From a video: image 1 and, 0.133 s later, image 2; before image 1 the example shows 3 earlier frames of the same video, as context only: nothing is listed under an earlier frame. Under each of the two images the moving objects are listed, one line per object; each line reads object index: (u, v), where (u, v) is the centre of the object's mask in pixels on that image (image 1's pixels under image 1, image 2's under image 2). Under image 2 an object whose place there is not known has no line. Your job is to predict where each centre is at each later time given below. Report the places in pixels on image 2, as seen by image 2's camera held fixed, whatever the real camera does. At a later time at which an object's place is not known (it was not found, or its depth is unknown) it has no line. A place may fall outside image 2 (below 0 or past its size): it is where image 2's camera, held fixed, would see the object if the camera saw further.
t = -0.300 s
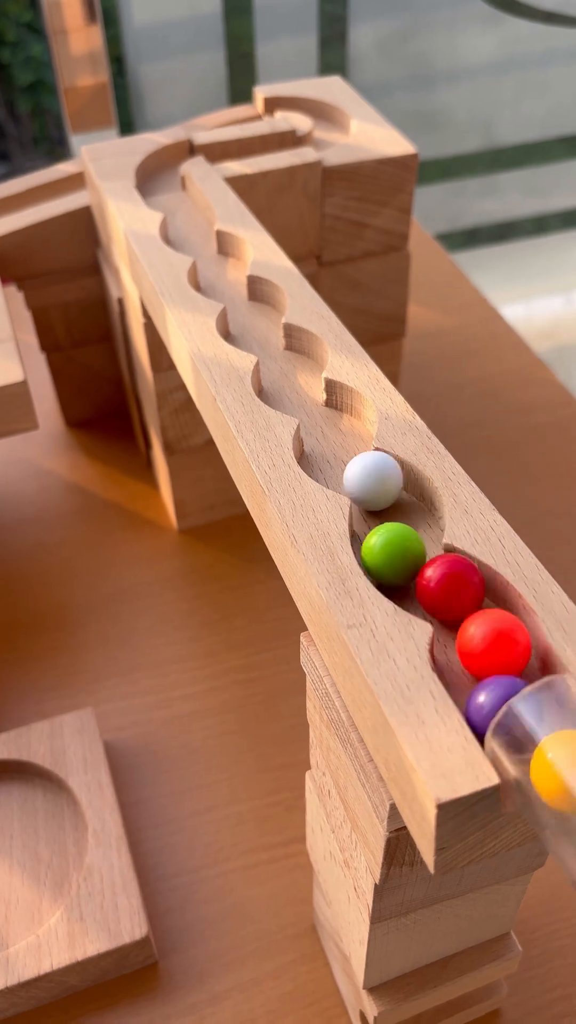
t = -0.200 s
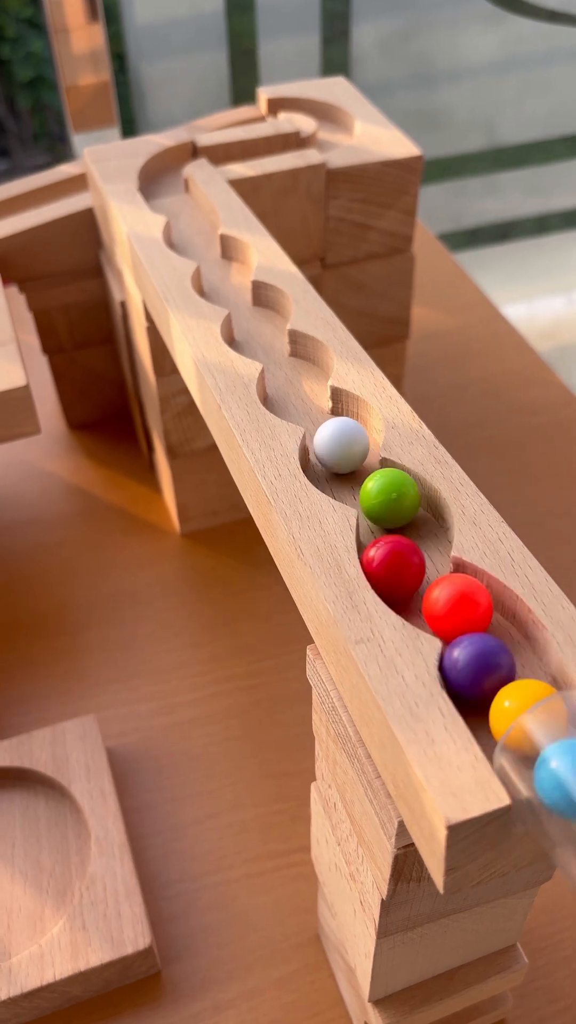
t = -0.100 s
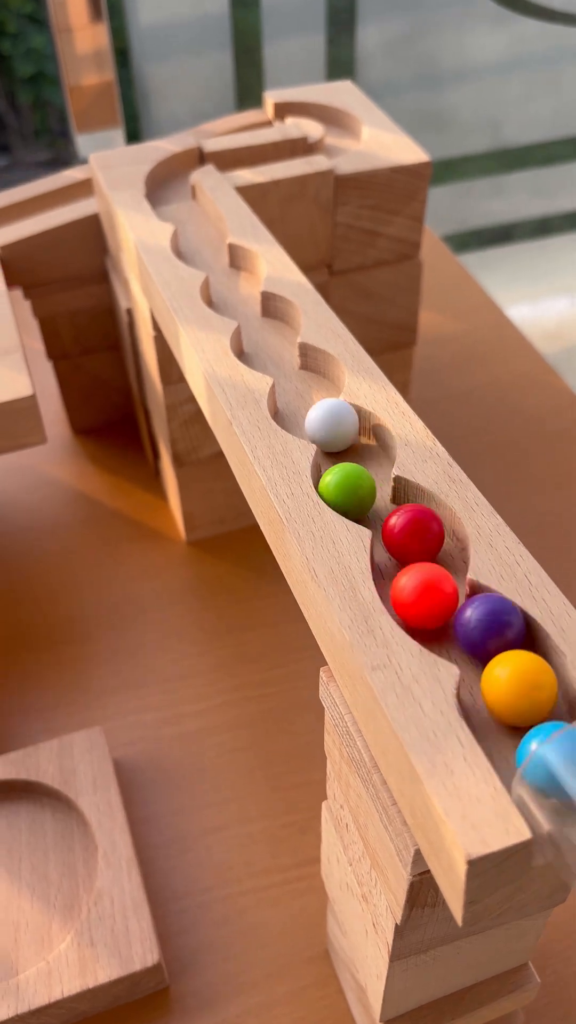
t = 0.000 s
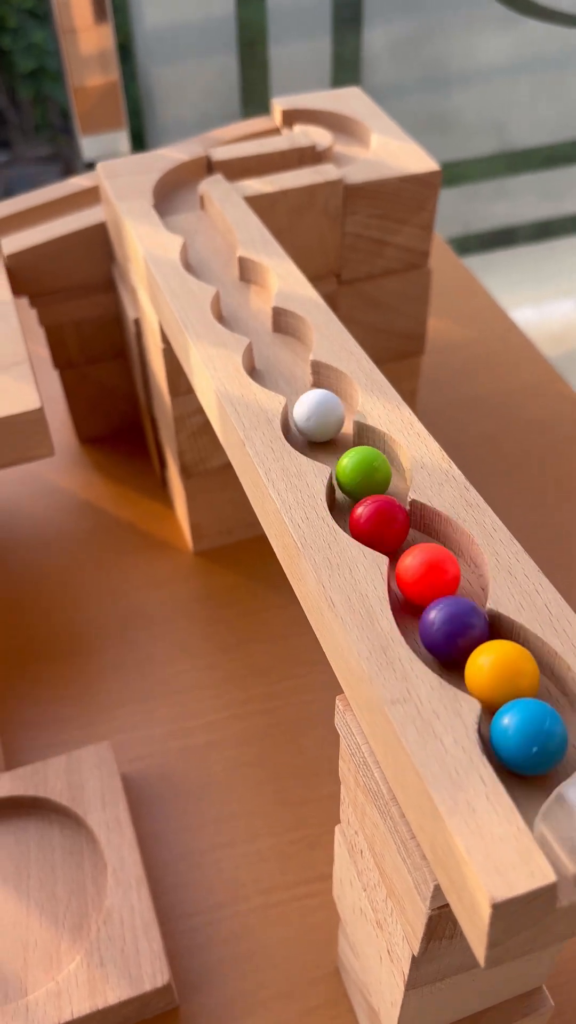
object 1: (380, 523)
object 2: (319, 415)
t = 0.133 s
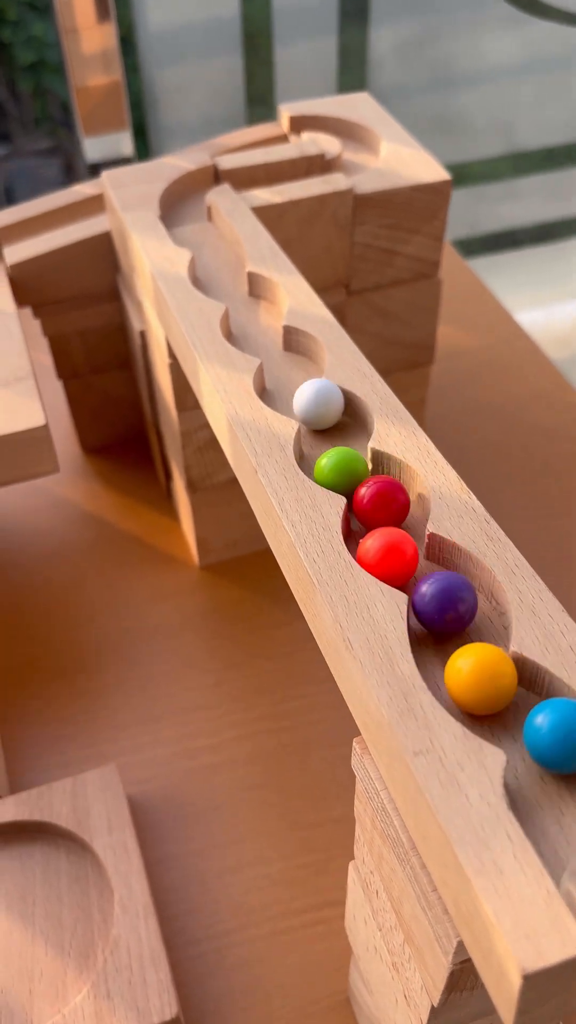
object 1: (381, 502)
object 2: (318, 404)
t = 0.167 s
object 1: (385, 489)
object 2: (303, 398)
